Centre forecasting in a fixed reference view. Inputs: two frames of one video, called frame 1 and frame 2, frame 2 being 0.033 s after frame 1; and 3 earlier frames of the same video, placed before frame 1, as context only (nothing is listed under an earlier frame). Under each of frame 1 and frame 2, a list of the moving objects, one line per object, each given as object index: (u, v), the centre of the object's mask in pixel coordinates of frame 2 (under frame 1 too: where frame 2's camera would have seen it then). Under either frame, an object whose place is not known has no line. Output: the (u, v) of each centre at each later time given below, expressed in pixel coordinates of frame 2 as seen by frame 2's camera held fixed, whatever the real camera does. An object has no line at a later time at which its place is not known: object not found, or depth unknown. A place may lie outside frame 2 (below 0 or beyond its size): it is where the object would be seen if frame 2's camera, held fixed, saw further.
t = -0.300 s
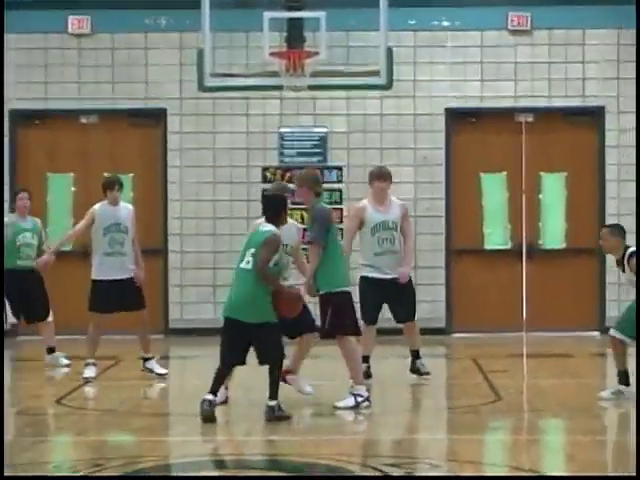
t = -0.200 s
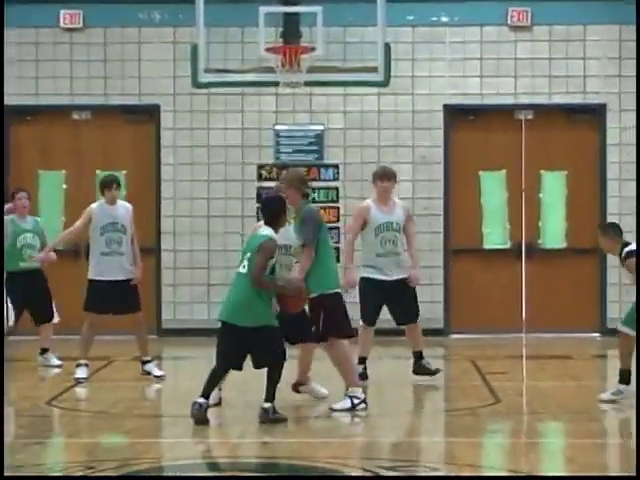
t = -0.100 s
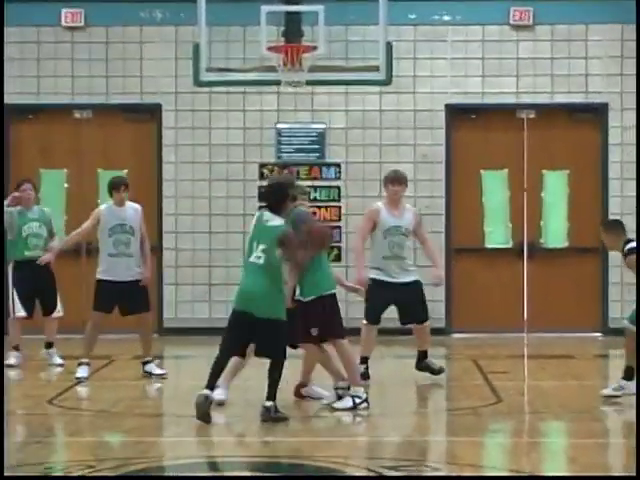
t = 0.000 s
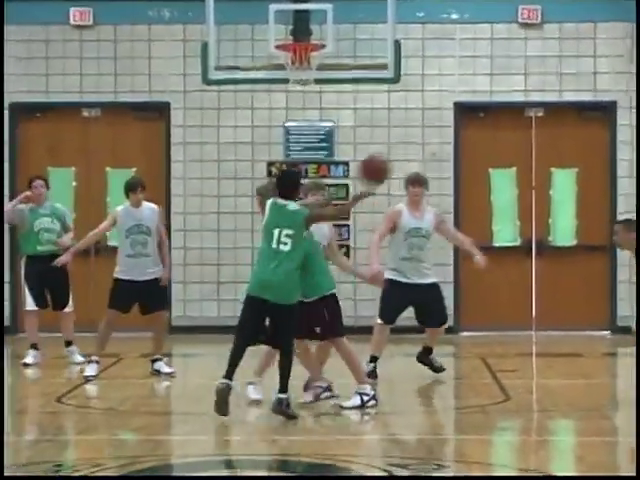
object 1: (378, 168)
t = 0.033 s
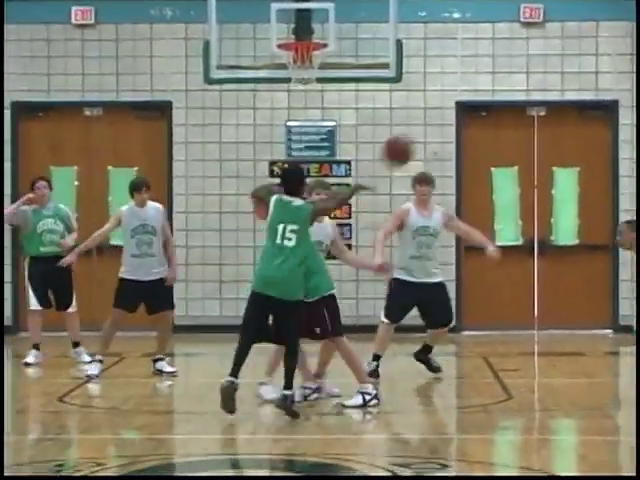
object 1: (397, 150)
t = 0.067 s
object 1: (417, 134)
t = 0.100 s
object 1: (439, 118)
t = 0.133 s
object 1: (458, 106)
